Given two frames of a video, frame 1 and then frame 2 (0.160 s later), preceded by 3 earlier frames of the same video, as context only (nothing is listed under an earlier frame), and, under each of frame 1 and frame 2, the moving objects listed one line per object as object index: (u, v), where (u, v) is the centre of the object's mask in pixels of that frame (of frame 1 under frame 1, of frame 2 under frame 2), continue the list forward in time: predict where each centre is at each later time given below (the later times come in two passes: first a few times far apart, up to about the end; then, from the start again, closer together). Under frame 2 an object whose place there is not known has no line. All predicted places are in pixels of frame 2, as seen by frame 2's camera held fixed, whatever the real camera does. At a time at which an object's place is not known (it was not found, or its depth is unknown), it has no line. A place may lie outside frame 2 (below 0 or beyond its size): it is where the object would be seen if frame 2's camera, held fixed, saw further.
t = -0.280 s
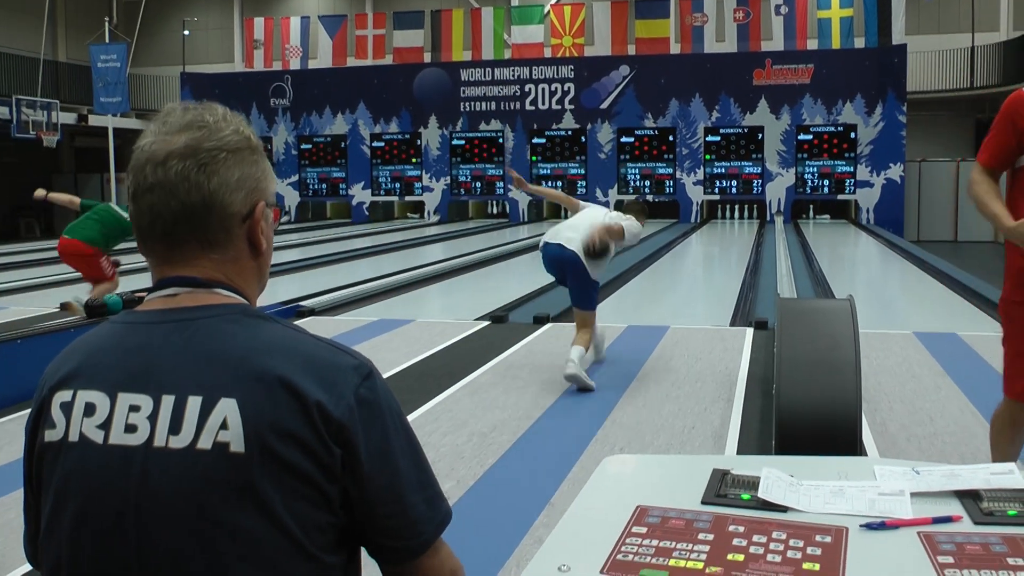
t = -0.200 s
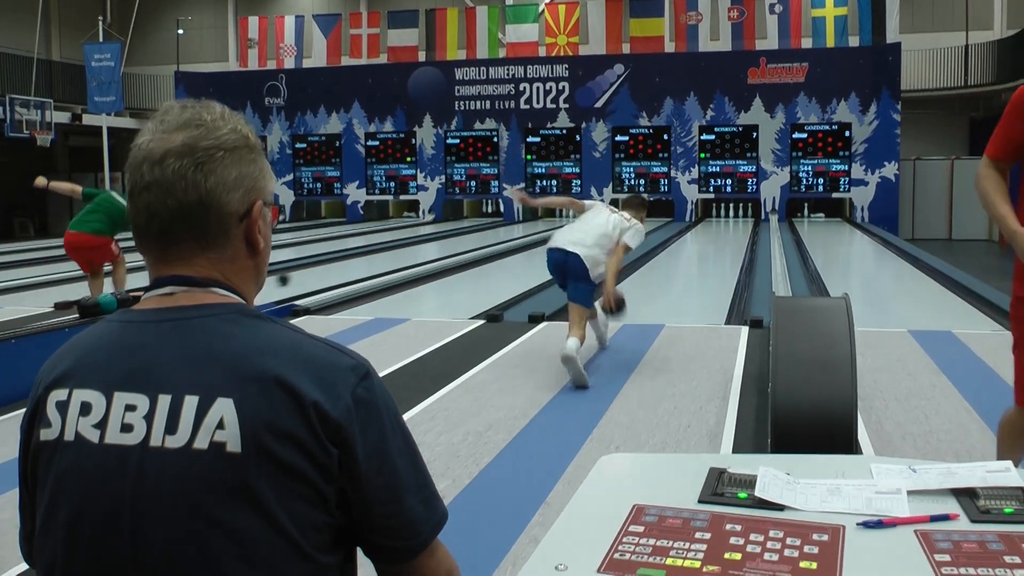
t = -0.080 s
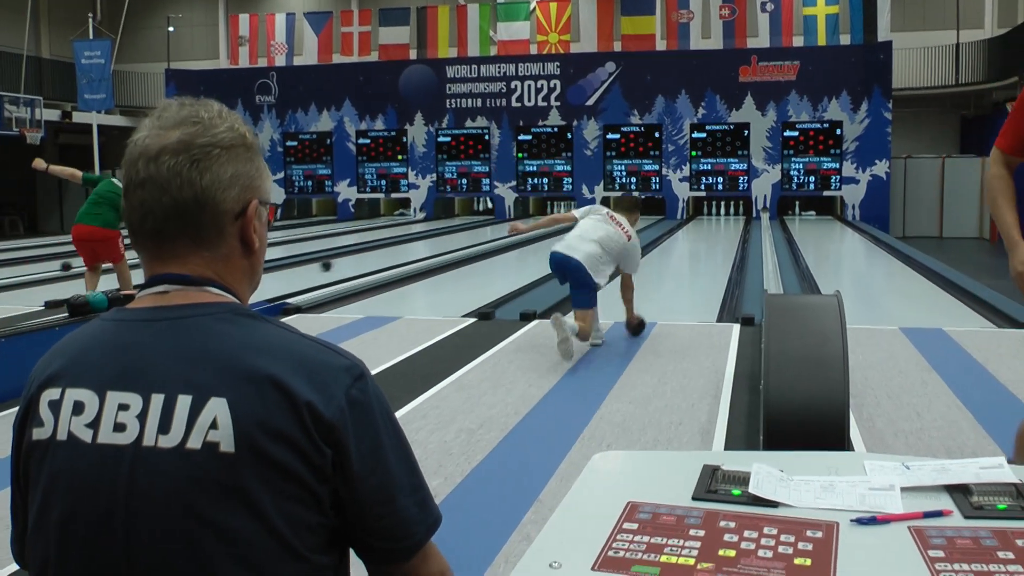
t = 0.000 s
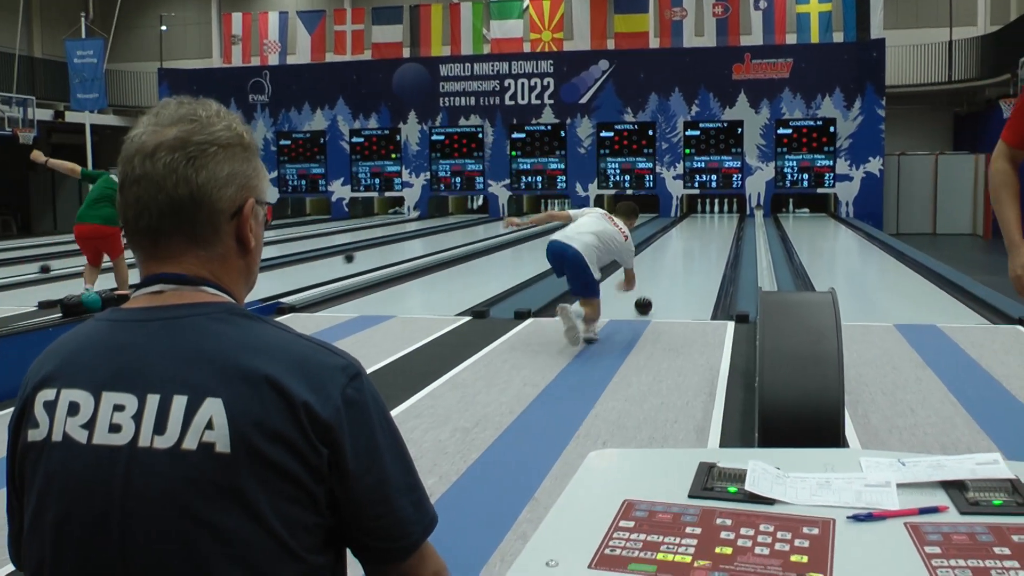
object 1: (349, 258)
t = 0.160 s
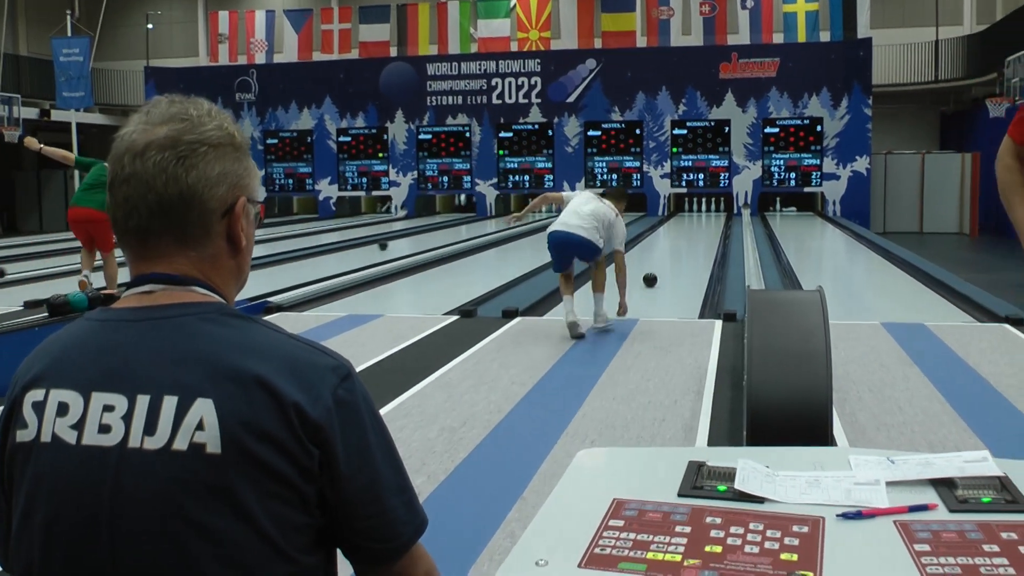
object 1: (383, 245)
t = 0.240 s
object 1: (402, 241)
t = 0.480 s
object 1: (447, 230)
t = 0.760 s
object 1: (485, 221)
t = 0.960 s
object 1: (507, 216)
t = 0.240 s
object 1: (402, 241)
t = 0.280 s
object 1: (411, 239)
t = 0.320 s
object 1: (419, 237)
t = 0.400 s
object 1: (434, 233)
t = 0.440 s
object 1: (441, 231)
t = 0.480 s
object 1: (447, 230)
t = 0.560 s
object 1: (460, 227)
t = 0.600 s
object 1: (465, 225)
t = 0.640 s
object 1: (471, 224)
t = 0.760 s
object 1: (485, 221)
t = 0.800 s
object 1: (490, 219)
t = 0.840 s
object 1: (495, 218)
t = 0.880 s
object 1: (499, 218)
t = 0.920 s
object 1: (503, 217)
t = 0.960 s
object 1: (507, 216)
